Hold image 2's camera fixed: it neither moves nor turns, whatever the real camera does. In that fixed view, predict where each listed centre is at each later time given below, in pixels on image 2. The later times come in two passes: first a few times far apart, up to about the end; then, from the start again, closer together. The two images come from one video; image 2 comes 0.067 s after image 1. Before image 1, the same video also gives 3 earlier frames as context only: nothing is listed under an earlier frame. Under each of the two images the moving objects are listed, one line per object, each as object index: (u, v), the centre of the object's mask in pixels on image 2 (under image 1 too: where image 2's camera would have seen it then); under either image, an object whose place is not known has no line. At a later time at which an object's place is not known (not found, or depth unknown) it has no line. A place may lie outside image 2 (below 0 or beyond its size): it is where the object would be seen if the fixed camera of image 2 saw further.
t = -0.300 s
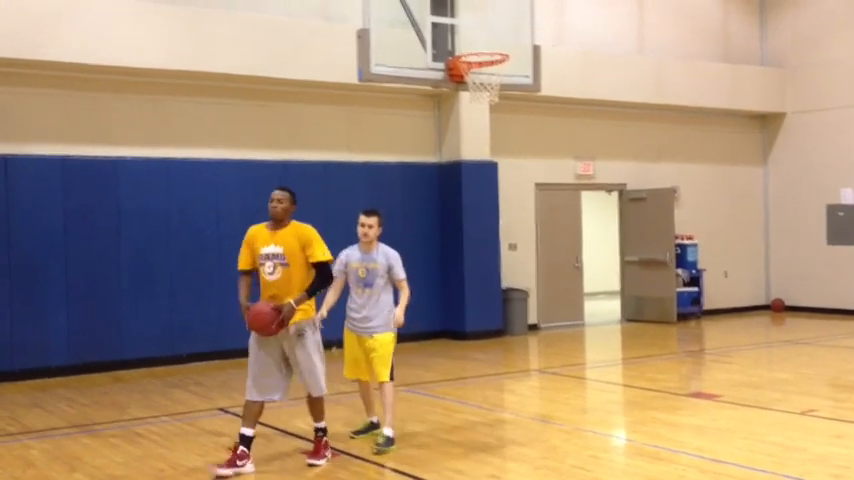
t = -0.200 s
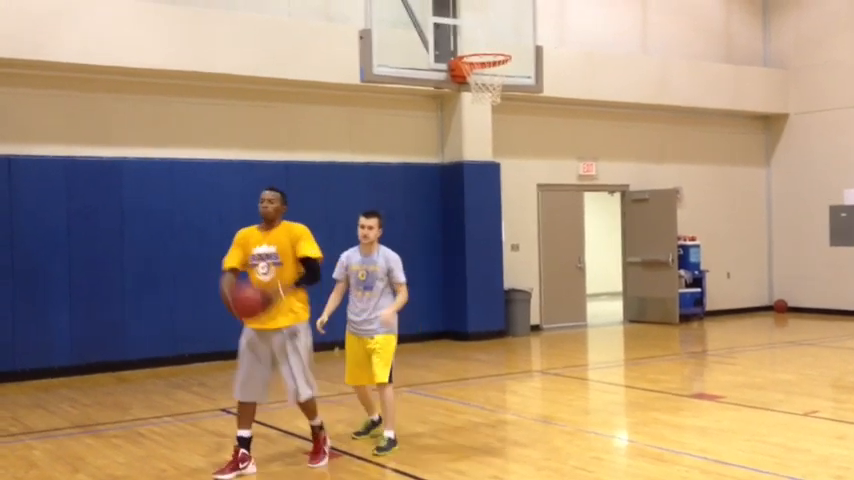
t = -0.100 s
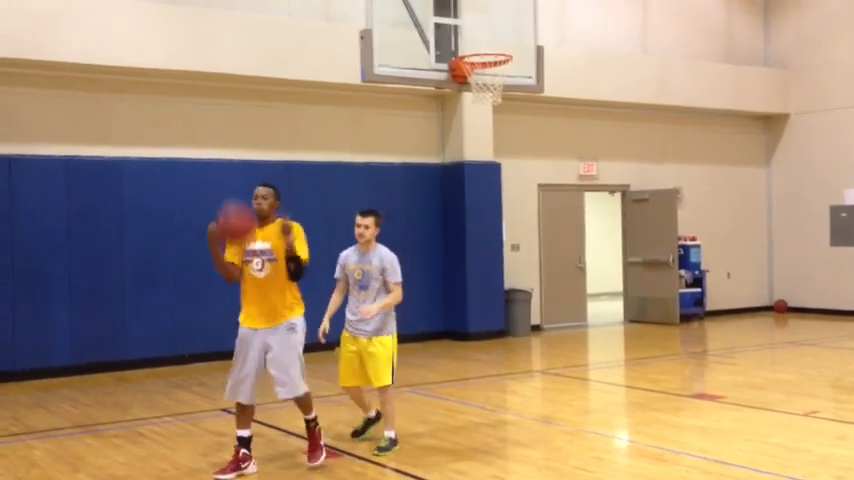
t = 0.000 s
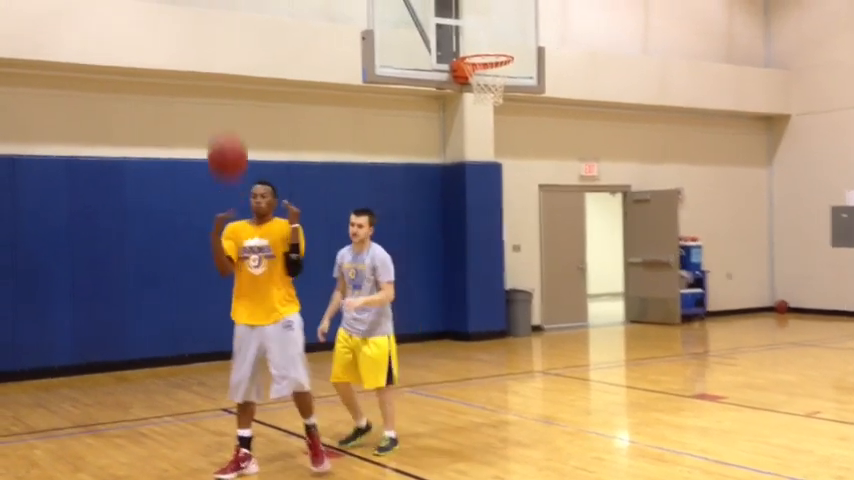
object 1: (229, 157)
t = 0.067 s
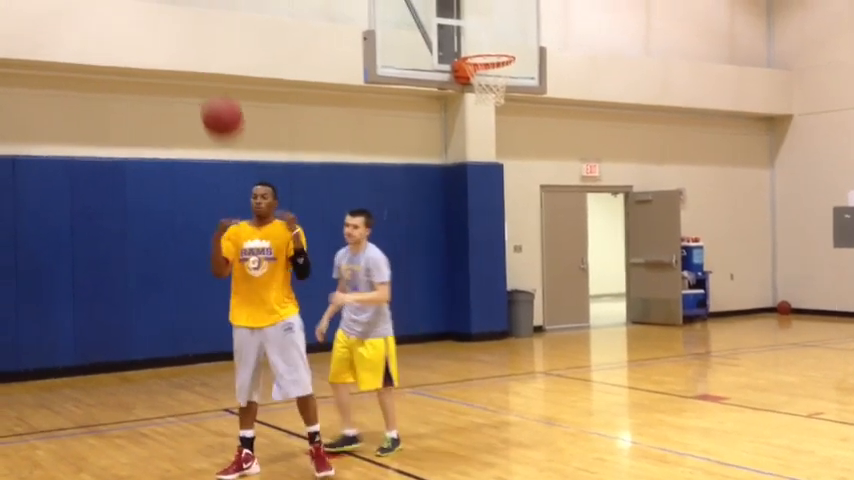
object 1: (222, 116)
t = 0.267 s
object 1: (203, 42)
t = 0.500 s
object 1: (181, 40)
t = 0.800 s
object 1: (156, 184)
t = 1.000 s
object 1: (138, 366)
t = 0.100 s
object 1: (219, 100)
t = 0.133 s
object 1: (215, 84)
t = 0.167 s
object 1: (212, 71)
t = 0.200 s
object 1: (209, 59)
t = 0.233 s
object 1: (206, 49)
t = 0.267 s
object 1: (203, 42)
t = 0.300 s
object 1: (199, 36)
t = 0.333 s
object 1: (196, 32)
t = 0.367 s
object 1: (193, 30)
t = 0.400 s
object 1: (190, 30)
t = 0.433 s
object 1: (187, 31)
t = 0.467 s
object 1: (184, 35)
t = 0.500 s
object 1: (181, 40)
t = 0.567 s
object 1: (176, 58)
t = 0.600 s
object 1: (172, 69)
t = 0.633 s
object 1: (169, 82)
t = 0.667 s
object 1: (166, 100)
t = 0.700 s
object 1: (164, 116)
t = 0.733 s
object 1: (162, 135)
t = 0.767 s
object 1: (159, 159)
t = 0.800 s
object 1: (156, 184)
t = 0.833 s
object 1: (152, 209)
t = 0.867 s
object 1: (149, 237)
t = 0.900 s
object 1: (147, 267)
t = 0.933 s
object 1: (144, 299)
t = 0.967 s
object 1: (141, 334)
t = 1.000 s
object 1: (138, 366)
